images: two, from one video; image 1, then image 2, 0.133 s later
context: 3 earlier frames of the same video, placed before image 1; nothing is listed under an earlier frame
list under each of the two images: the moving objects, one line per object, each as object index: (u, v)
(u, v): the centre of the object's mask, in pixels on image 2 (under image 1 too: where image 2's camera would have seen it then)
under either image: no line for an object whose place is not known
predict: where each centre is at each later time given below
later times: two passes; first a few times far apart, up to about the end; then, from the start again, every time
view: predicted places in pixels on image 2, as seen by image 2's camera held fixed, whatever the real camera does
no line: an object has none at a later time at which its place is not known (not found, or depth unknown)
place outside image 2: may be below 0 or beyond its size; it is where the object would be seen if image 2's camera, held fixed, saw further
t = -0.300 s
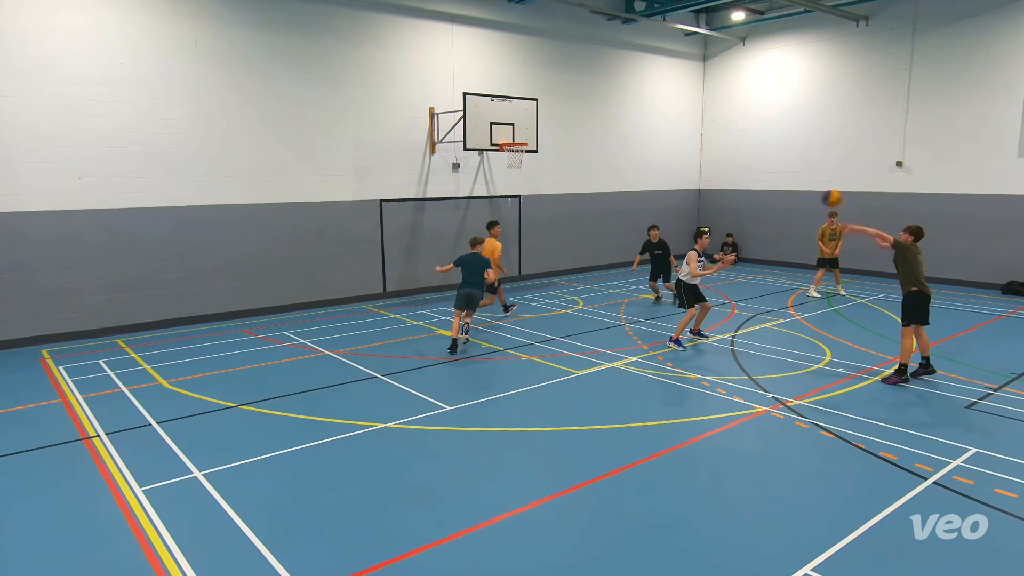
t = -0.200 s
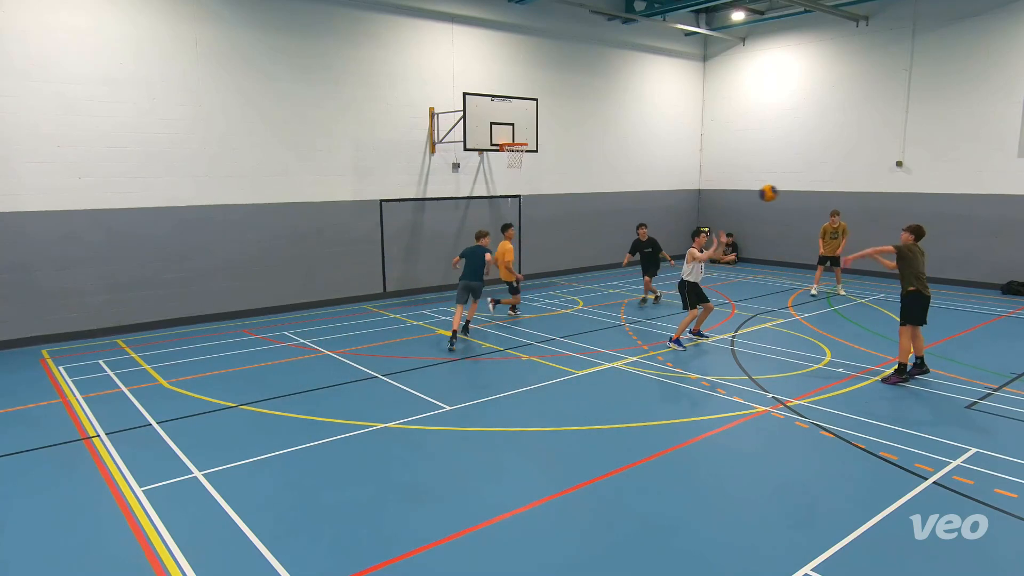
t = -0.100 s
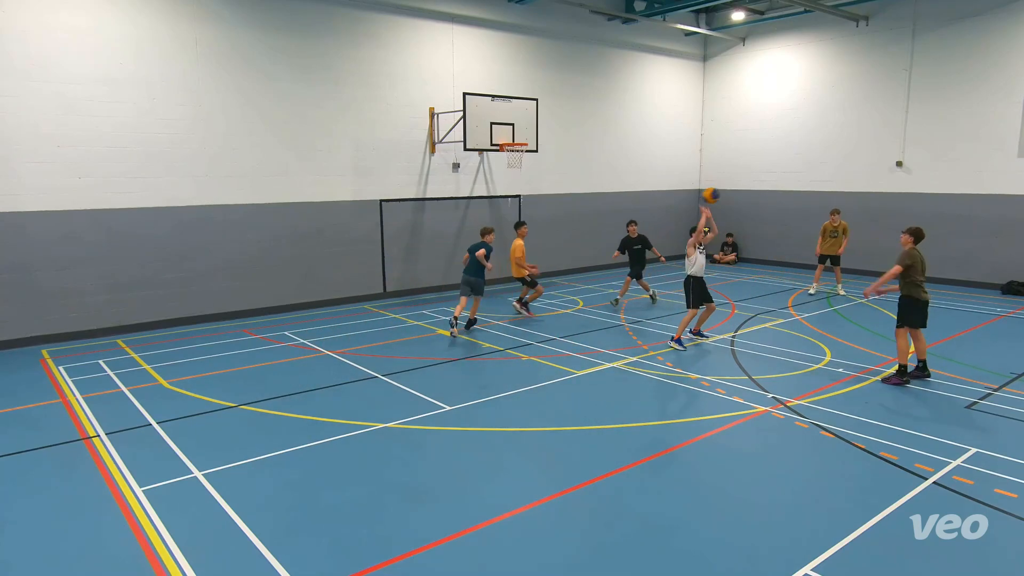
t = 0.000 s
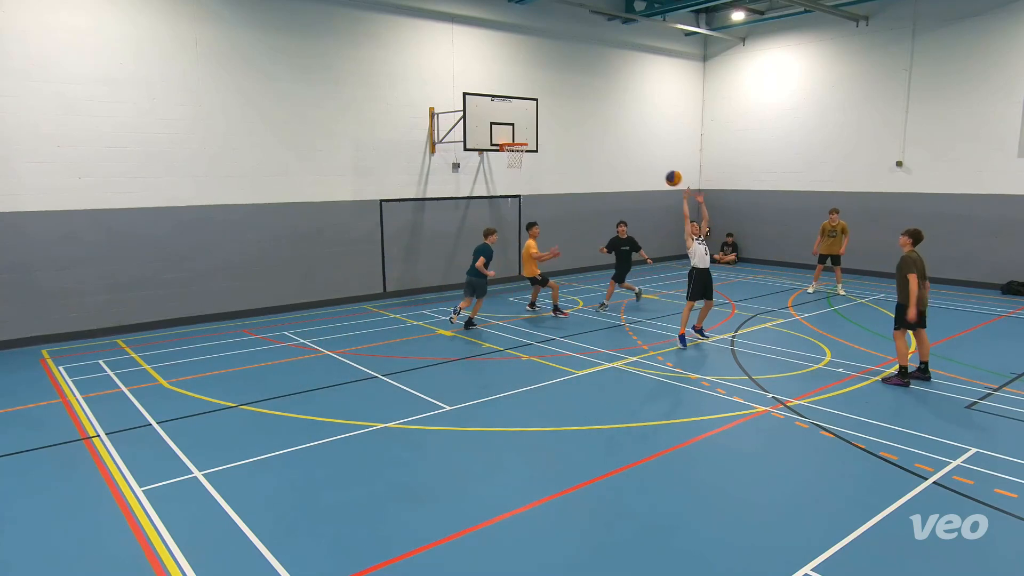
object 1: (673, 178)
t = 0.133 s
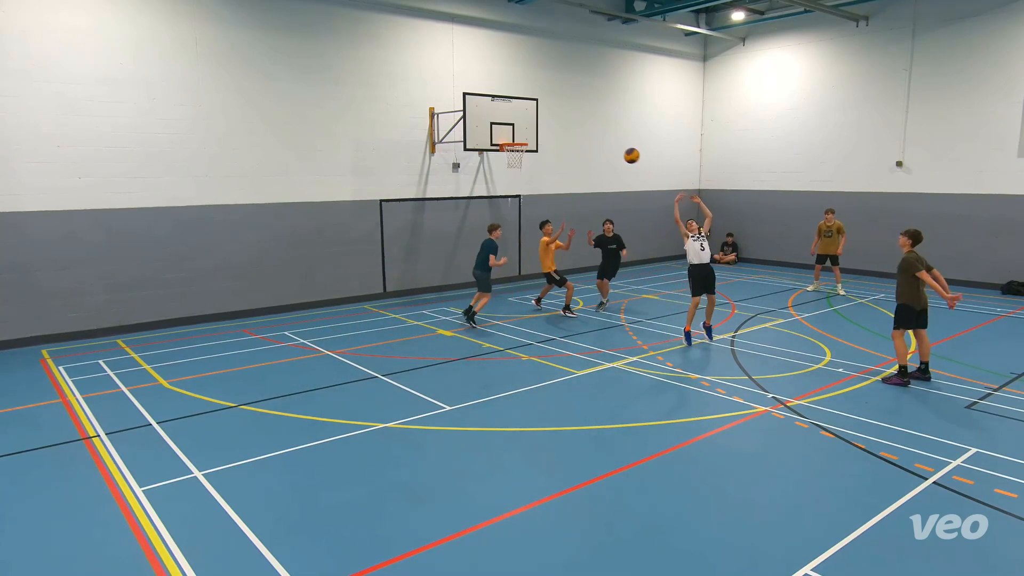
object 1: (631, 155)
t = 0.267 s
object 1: (591, 145)
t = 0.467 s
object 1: (533, 153)
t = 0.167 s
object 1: (621, 152)
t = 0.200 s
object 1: (611, 149)
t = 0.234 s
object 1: (601, 147)
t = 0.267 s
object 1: (591, 145)
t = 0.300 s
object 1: (581, 145)
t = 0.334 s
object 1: (571, 145)
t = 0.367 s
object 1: (561, 146)
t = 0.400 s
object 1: (552, 148)
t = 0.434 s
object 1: (543, 150)
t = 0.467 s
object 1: (533, 153)
